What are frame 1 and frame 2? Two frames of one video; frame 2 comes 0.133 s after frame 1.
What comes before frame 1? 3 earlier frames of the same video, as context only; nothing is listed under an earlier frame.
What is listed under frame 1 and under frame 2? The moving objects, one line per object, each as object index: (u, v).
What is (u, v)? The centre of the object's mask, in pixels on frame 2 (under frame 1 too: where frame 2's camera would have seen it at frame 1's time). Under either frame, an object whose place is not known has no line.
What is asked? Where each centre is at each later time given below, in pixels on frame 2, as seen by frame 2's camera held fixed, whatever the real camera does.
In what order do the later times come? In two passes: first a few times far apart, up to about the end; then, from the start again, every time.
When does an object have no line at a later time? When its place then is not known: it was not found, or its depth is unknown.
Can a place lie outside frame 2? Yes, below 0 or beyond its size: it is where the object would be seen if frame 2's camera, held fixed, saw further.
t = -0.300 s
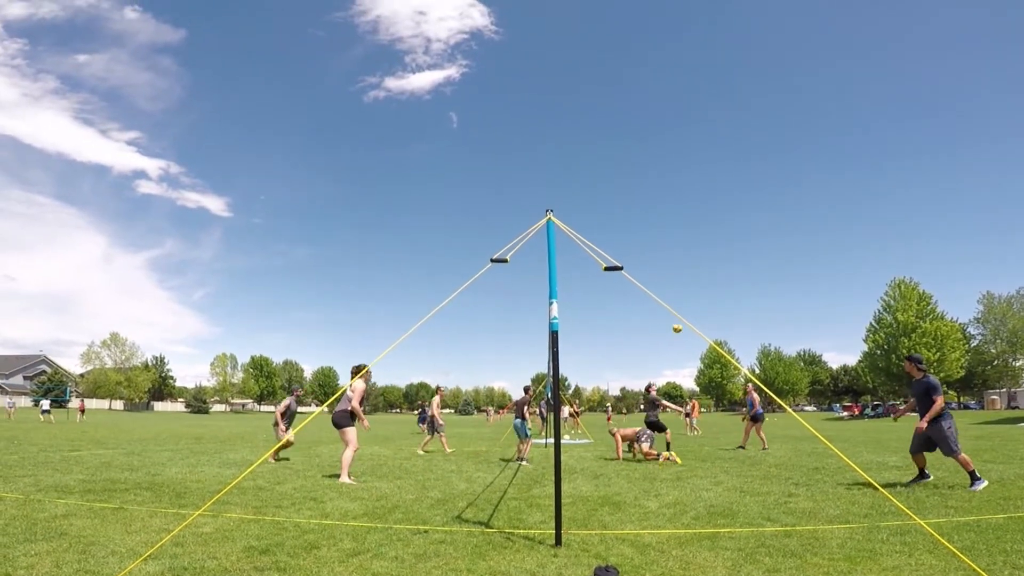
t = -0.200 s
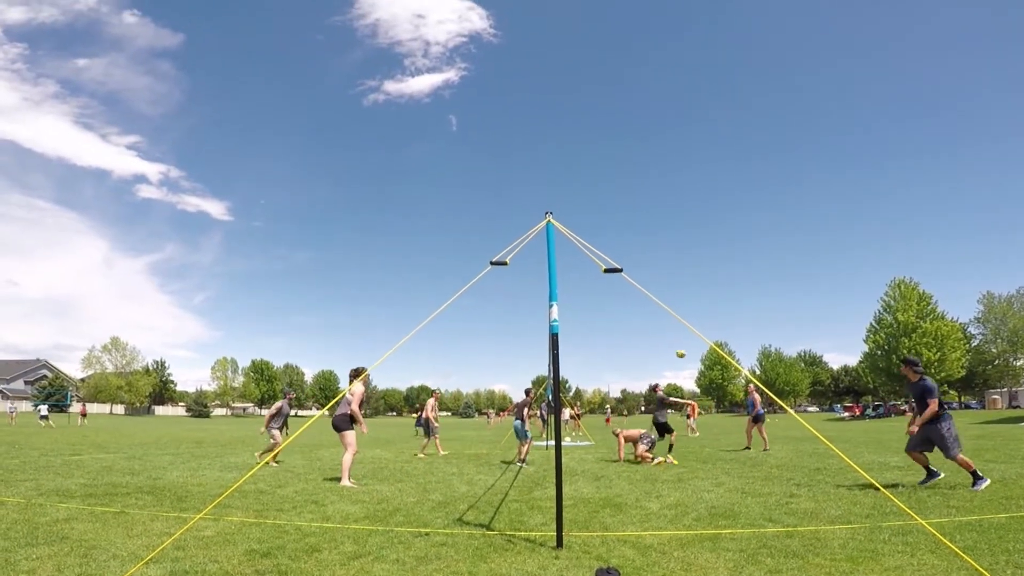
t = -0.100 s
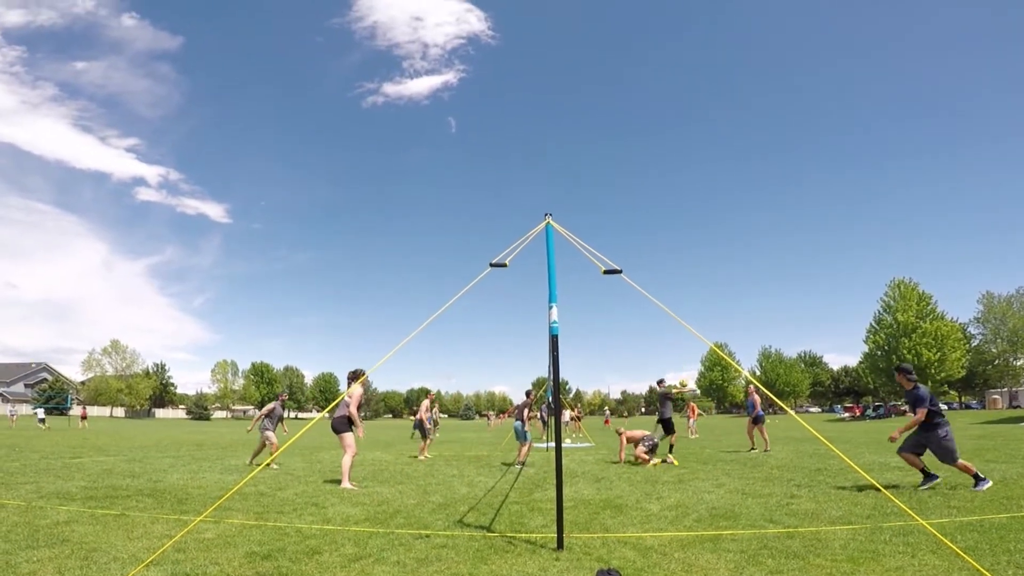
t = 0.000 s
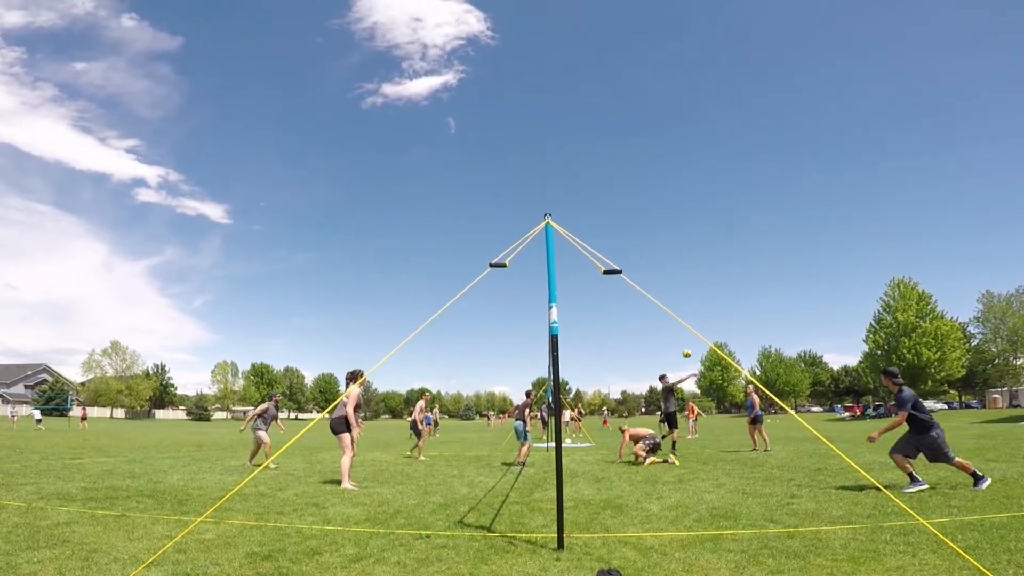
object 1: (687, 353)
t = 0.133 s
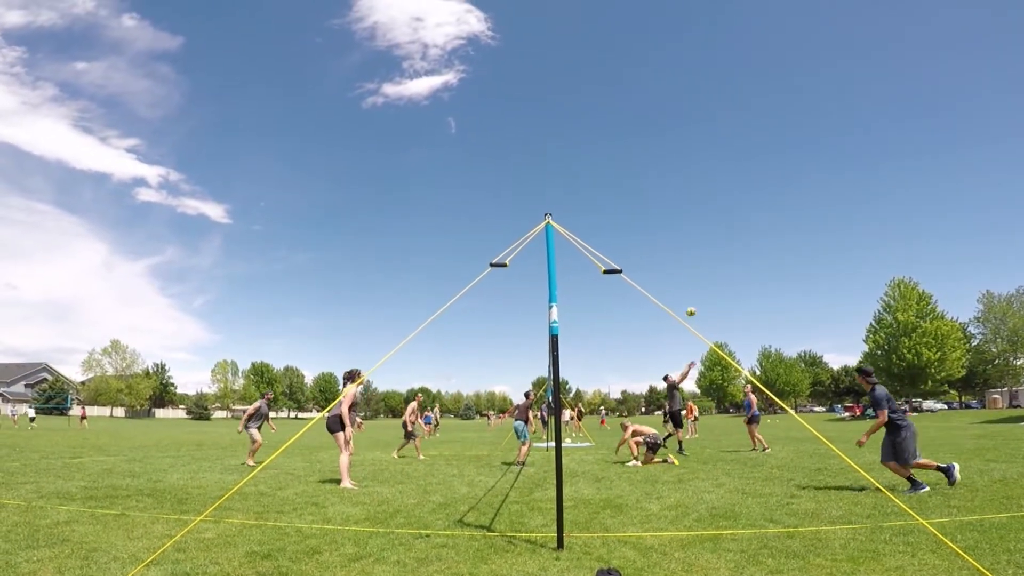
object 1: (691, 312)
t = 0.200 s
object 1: (692, 293)
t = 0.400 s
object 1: (698, 249)
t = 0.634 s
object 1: (706, 216)
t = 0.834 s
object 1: (717, 203)
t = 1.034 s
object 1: (731, 206)
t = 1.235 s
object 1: (750, 228)
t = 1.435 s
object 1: (774, 276)
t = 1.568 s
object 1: (793, 327)
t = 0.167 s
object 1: (691, 302)
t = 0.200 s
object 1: (692, 293)
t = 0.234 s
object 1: (693, 285)
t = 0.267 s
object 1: (694, 277)
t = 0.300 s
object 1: (695, 269)
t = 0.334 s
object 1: (696, 262)
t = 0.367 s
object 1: (697, 255)
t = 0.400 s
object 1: (698, 249)
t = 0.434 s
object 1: (699, 243)
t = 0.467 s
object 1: (700, 237)
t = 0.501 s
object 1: (701, 232)
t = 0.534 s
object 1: (702, 228)
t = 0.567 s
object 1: (703, 224)
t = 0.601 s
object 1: (704, 219)
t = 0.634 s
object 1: (706, 216)
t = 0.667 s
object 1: (707, 213)
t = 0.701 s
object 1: (709, 210)
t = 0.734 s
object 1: (711, 207)
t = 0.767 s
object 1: (713, 206)
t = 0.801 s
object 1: (714, 204)
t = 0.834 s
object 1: (717, 203)
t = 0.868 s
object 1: (719, 202)
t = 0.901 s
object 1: (721, 202)
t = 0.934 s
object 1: (723, 202)
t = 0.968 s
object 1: (726, 203)
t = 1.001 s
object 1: (728, 204)
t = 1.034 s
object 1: (731, 206)
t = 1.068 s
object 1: (733, 208)
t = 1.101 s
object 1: (736, 211)
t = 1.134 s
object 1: (739, 214)
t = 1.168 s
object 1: (743, 218)
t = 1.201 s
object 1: (746, 223)
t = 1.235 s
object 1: (750, 228)
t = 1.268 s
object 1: (753, 234)
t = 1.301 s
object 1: (757, 240)
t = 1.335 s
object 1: (761, 249)
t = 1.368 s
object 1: (765, 257)
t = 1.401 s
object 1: (770, 266)
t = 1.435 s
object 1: (774, 276)
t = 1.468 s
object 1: (779, 287)
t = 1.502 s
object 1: (783, 299)
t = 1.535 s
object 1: (788, 313)
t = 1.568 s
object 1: (793, 327)
